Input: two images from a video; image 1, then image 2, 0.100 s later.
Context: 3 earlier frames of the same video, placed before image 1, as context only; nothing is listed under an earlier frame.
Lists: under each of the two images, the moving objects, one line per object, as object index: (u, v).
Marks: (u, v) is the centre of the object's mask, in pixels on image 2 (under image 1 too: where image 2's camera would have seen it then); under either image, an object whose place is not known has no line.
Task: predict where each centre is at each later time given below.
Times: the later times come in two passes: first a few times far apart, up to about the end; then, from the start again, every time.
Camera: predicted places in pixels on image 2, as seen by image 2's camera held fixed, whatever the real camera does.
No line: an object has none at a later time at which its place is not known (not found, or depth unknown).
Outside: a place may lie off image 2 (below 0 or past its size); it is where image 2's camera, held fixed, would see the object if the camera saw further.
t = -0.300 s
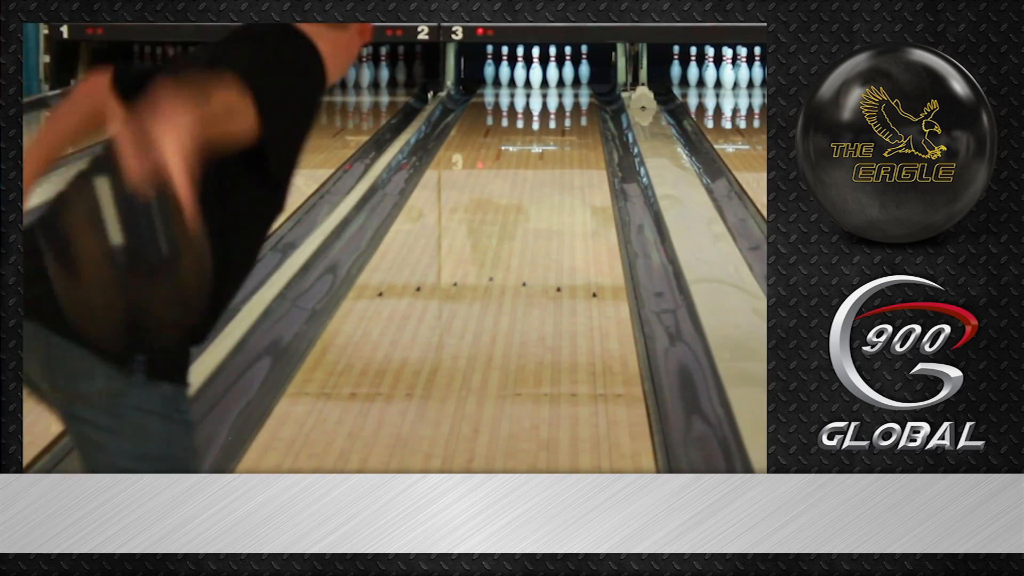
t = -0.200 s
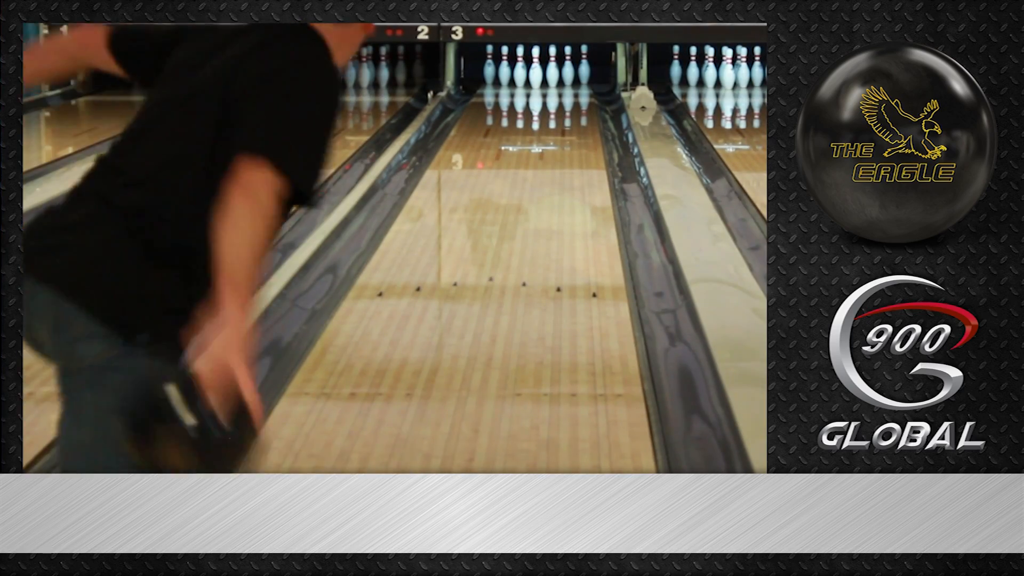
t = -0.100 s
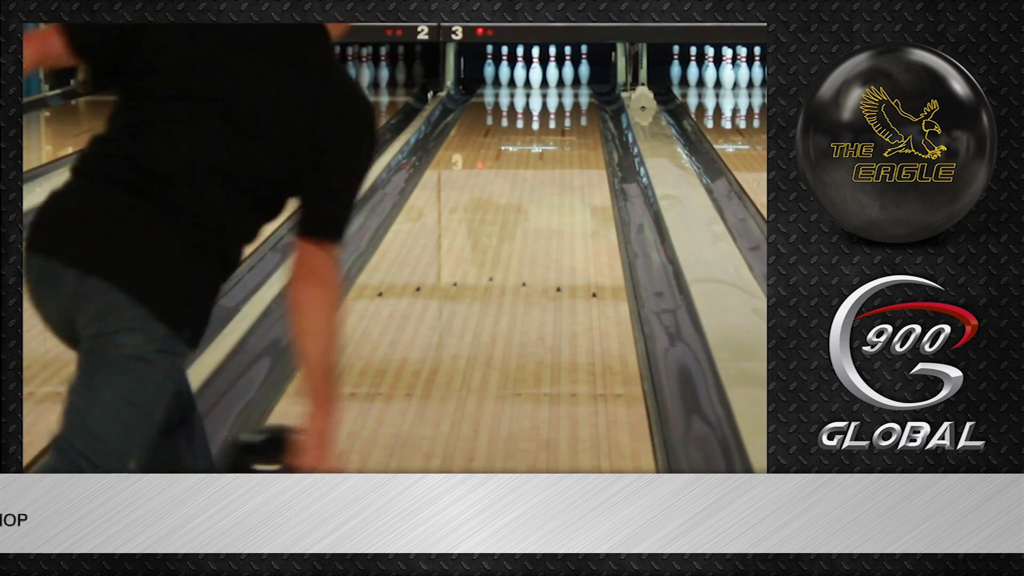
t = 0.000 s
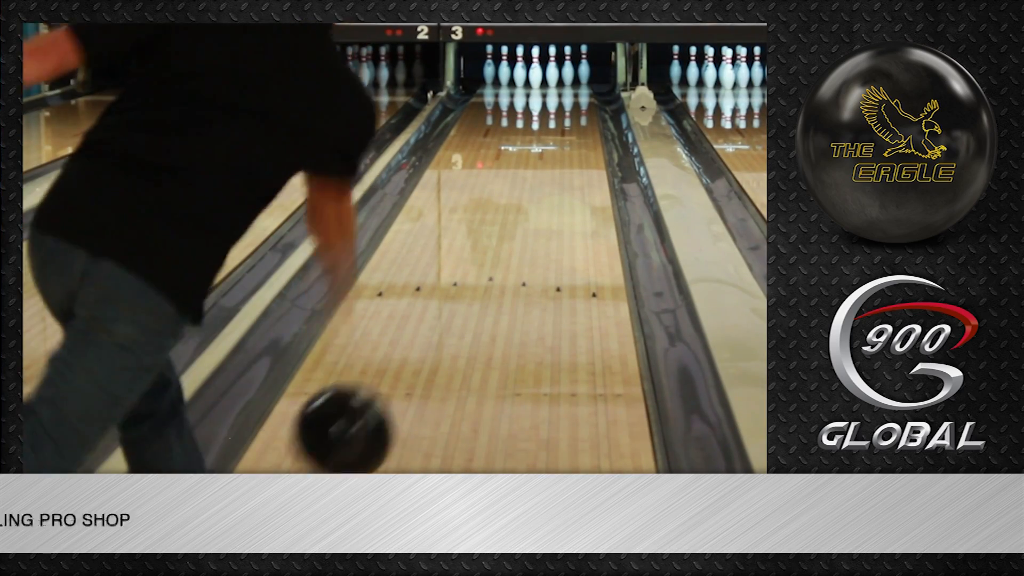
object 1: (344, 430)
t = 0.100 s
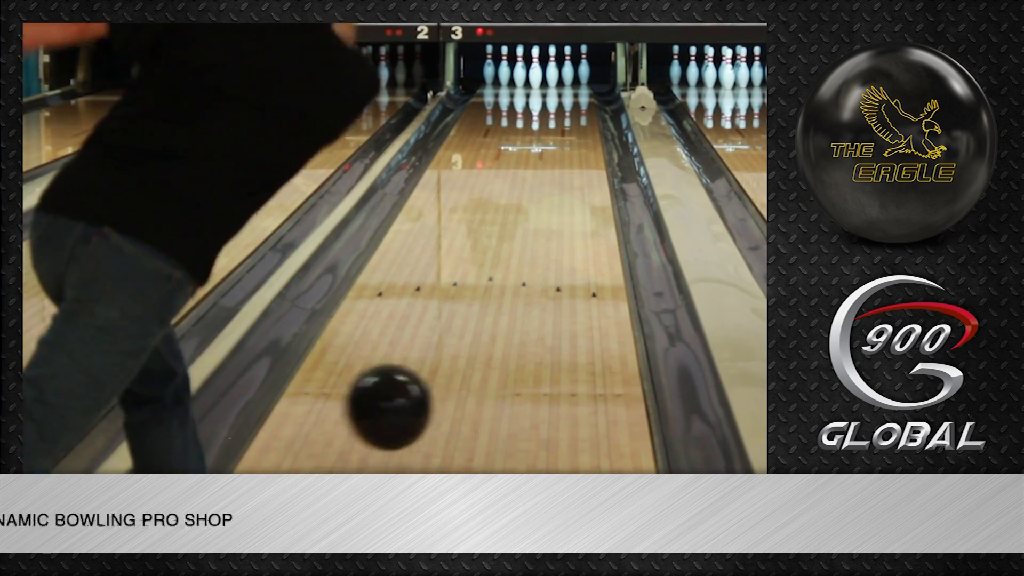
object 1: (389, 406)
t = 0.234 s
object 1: (434, 363)
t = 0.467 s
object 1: (486, 280)
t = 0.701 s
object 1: (519, 226)
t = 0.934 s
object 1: (541, 186)
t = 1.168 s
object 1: (557, 156)
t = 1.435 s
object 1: (568, 130)
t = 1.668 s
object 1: (571, 113)
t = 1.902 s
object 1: (569, 100)
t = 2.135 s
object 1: (560, 88)
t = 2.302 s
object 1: (550, 81)
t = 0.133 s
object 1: (402, 408)
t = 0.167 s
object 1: (415, 393)
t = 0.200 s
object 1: (425, 377)
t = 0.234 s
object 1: (434, 363)
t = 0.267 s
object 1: (443, 349)
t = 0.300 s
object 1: (451, 335)
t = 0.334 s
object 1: (459, 323)
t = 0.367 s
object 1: (467, 311)
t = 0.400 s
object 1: (474, 299)
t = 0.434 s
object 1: (480, 290)
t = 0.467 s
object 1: (486, 280)
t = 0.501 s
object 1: (491, 270)
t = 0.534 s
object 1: (497, 262)
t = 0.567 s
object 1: (502, 254)
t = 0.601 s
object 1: (506, 246)
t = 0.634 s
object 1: (511, 239)
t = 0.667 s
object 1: (515, 232)
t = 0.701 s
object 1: (519, 226)
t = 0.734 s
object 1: (523, 219)
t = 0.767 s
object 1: (526, 213)
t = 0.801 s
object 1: (529, 207)
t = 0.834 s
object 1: (533, 201)
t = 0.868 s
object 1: (536, 196)
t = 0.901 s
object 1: (539, 191)
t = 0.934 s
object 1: (541, 186)
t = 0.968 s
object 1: (544, 181)
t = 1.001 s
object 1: (546, 176)
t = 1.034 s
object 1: (549, 172)
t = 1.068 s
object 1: (551, 167)
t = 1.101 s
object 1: (553, 164)
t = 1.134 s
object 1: (555, 159)
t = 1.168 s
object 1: (557, 156)
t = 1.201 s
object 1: (559, 152)
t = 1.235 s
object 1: (560, 148)
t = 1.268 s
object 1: (561, 145)
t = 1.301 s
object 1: (563, 142)
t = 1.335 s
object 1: (564, 139)
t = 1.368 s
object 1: (566, 136)
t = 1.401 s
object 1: (567, 133)
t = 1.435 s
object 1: (568, 130)
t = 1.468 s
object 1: (568, 128)
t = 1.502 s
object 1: (569, 125)
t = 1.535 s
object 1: (570, 122)
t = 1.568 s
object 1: (570, 120)
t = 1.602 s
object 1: (570, 118)
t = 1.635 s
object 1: (571, 115)
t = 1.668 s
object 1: (571, 113)
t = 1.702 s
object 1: (571, 111)
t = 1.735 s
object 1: (571, 109)
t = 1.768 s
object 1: (571, 107)
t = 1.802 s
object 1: (571, 105)
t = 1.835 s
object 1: (570, 103)
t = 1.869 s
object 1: (570, 101)
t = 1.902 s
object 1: (569, 100)
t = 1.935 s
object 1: (568, 98)
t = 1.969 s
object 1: (567, 96)
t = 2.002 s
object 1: (566, 95)
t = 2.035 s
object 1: (565, 93)
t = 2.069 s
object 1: (564, 91)
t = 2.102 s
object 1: (562, 90)
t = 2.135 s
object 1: (560, 88)
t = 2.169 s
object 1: (558, 87)
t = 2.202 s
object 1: (557, 86)
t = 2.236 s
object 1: (554, 84)
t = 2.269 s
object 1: (552, 83)
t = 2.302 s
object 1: (550, 81)
